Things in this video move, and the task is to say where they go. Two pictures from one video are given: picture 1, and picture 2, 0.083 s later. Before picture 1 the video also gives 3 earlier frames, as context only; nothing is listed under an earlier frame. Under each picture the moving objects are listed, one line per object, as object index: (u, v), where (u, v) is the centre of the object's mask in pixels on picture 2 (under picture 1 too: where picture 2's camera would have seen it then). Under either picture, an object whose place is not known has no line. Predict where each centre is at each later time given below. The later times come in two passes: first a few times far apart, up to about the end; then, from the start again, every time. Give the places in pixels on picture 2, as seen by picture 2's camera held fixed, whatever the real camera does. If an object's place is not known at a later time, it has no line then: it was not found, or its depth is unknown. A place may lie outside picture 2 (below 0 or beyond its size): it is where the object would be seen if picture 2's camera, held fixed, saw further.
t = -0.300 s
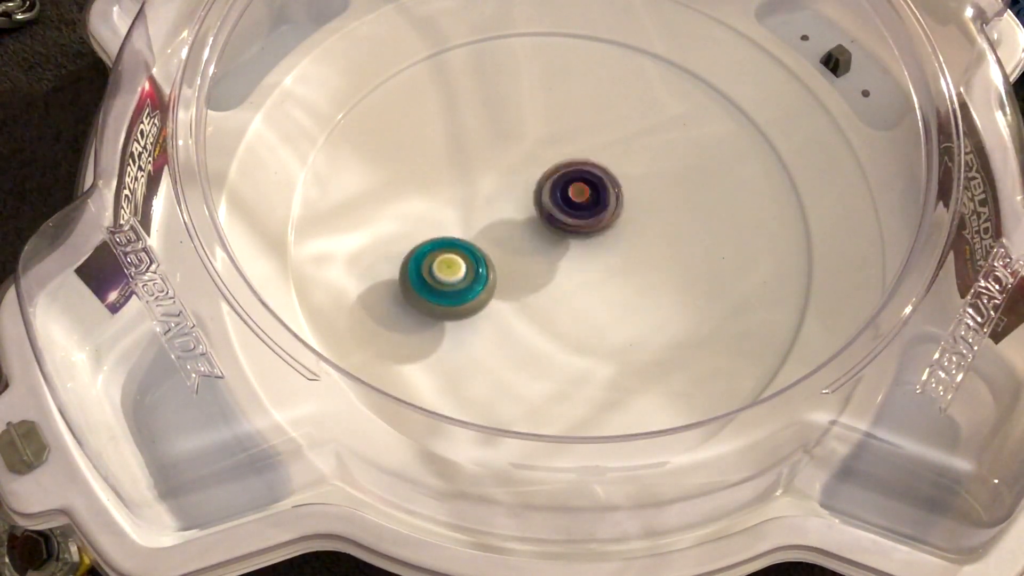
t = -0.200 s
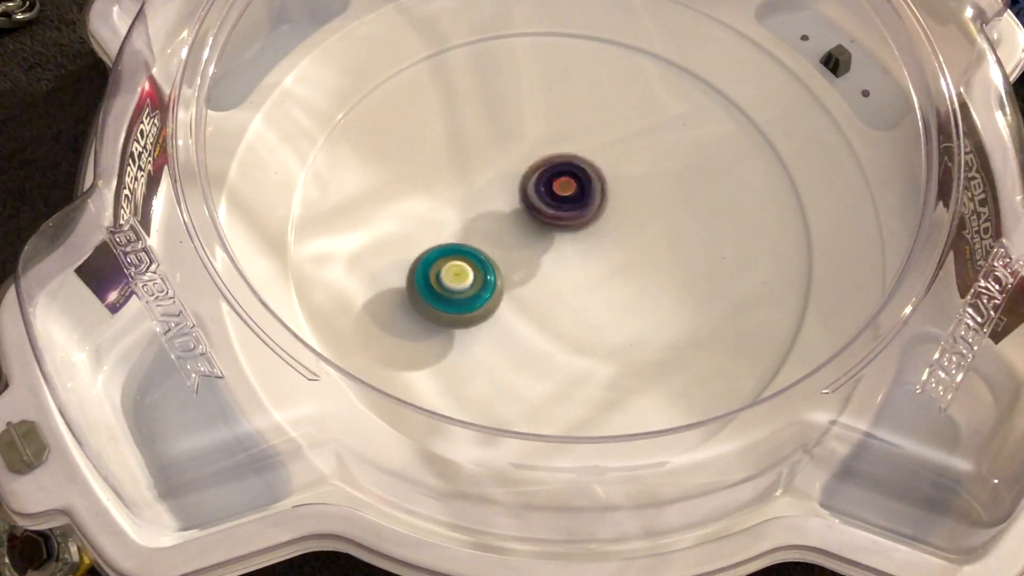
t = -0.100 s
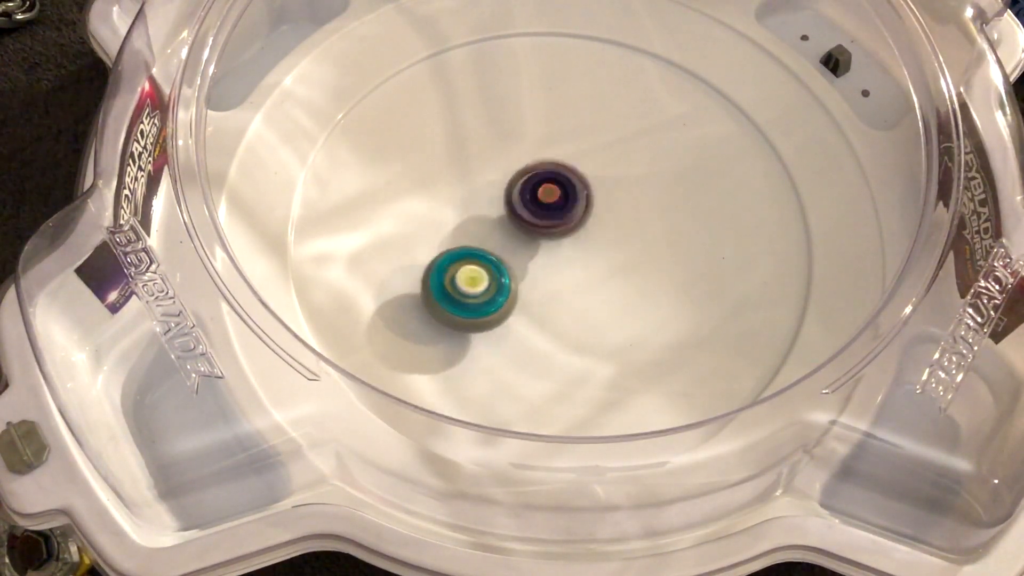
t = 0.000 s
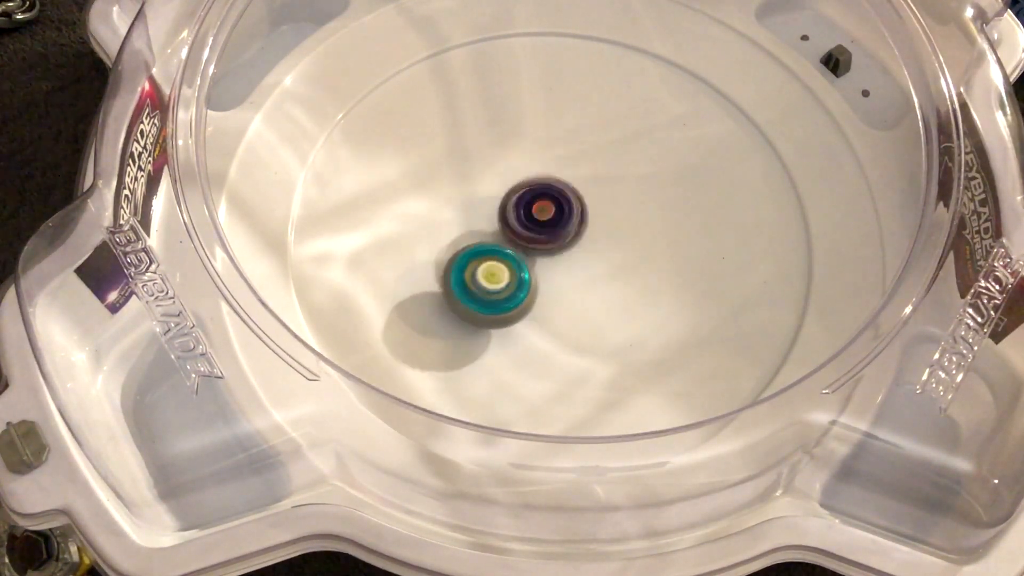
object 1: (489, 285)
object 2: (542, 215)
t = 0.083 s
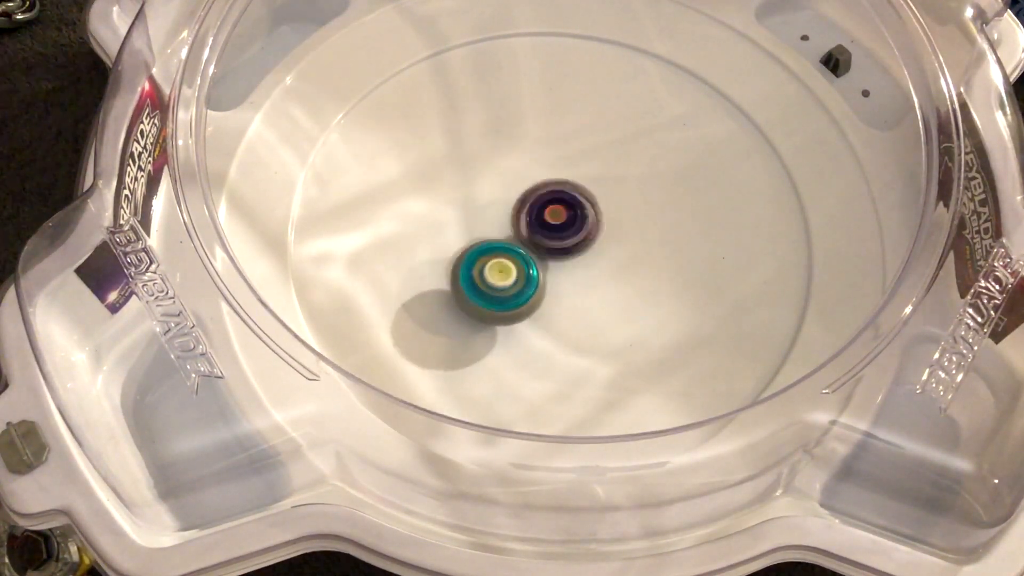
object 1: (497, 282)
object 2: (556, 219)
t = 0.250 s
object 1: (512, 278)
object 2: (596, 219)
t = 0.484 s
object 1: (535, 253)
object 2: (619, 209)
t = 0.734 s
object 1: (532, 222)
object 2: (626, 183)
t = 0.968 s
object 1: (517, 204)
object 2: (619, 177)
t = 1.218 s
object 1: (490, 208)
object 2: (640, 194)
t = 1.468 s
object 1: (511, 217)
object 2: (605, 224)
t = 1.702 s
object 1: (500, 210)
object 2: (627, 259)
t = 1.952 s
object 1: (529, 203)
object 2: (603, 253)
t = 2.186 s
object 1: (547, 191)
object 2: (599, 253)
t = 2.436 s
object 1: (563, 154)
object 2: (584, 280)
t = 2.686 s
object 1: (551, 133)
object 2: (578, 279)
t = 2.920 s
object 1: (546, 144)
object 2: (556, 248)
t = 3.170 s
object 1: (547, 161)
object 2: (547, 284)
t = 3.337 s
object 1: (559, 192)
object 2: (528, 260)
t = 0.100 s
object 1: (499, 282)
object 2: (560, 219)
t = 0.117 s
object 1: (502, 281)
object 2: (564, 220)
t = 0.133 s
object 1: (504, 280)
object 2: (566, 222)
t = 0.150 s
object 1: (503, 281)
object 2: (570, 219)
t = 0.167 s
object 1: (503, 281)
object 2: (577, 218)
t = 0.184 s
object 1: (503, 281)
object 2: (582, 218)
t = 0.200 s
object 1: (505, 280)
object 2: (586, 217)
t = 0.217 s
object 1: (507, 280)
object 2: (589, 218)
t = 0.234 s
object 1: (509, 279)
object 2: (594, 218)
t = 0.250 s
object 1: (512, 278)
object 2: (596, 219)
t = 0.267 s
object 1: (514, 278)
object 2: (599, 218)
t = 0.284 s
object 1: (516, 276)
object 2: (600, 218)
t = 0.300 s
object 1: (519, 275)
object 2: (603, 218)
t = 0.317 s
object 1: (521, 273)
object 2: (606, 219)
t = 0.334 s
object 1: (523, 272)
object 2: (607, 218)
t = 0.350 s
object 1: (525, 270)
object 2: (608, 217)
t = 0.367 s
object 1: (527, 268)
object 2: (609, 216)
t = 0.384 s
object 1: (530, 265)
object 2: (611, 216)
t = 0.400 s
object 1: (532, 263)
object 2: (611, 217)
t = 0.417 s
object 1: (533, 261)
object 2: (612, 215)
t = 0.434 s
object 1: (534, 259)
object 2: (613, 214)
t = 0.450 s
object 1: (535, 257)
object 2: (614, 213)
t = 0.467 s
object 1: (535, 255)
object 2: (617, 211)
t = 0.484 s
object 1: (535, 253)
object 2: (619, 209)
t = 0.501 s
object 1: (535, 251)
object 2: (621, 207)
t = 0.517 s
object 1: (536, 248)
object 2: (623, 204)
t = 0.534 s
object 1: (536, 246)
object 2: (624, 202)
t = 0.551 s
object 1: (537, 244)
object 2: (624, 201)
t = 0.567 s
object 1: (538, 242)
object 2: (623, 199)
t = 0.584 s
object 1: (538, 239)
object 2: (623, 198)
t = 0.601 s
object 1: (539, 237)
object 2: (622, 195)
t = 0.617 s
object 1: (539, 235)
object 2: (622, 195)
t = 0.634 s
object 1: (538, 233)
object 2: (622, 192)
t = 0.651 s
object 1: (538, 231)
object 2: (622, 191)
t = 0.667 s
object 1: (537, 229)
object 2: (622, 190)
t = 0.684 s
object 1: (538, 227)
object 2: (622, 188)
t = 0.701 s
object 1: (537, 225)
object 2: (621, 188)
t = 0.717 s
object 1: (535, 224)
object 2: (623, 185)
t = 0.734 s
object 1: (532, 222)
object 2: (626, 183)
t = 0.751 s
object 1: (531, 221)
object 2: (627, 182)
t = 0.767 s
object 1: (530, 219)
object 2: (627, 178)
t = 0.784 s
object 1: (530, 217)
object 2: (628, 178)
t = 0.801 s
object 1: (529, 215)
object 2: (628, 176)
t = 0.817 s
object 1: (529, 214)
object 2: (628, 174)
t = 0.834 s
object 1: (528, 212)
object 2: (626, 174)
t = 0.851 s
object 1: (528, 211)
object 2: (624, 171)
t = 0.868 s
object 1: (527, 210)
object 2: (623, 173)
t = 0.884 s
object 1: (527, 208)
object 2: (620, 173)
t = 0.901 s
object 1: (527, 207)
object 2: (619, 173)
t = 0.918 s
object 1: (527, 206)
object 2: (616, 174)
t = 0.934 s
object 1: (527, 205)
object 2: (614, 174)
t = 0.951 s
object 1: (525, 204)
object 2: (614, 176)
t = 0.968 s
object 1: (517, 204)
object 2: (619, 177)
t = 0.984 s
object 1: (511, 204)
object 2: (625, 177)
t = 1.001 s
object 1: (505, 204)
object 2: (628, 178)
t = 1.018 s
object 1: (502, 203)
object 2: (631, 178)
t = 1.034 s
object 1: (500, 203)
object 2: (633, 179)
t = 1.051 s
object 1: (498, 203)
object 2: (635, 179)
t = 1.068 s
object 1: (496, 203)
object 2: (637, 180)
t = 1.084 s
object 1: (495, 204)
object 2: (638, 182)
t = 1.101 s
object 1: (494, 204)
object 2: (639, 182)
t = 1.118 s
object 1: (493, 204)
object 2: (640, 183)
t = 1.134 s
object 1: (492, 205)
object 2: (641, 185)
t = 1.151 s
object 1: (491, 205)
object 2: (642, 186)
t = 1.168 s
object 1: (490, 206)
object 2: (642, 189)
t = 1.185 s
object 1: (490, 206)
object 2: (640, 191)
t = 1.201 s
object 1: (490, 207)
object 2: (640, 192)
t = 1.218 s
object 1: (490, 208)
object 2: (640, 194)
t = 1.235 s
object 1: (490, 208)
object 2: (639, 196)
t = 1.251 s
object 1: (490, 209)
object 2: (638, 199)
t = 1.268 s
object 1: (491, 210)
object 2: (636, 202)
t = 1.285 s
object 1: (492, 211)
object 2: (634, 204)
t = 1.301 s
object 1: (493, 212)
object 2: (632, 206)
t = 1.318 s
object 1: (494, 212)
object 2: (630, 208)
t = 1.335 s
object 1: (496, 213)
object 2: (629, 210)
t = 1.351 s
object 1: (497, 214)
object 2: (625, 212)
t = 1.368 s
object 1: (499, 215)
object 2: (622, 214)
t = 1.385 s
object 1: (501, 215)
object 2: (620, 215)
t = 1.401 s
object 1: (503, 216)
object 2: (617, 218)
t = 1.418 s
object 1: (505, 216)
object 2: (614, 218)
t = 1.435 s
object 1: (508, 217)
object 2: (611, 221)
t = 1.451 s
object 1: (510, 217)
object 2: (607, 222)
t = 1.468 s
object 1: (511, 217)
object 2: (605, 224)
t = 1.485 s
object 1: (505, 213)
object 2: (612, 229)
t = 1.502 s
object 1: (500, 210)
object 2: (619, 234)
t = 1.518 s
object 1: (497, 208)
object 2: (626, 237)
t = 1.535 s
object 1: (495, 207)
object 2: (632, 242)
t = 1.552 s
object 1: (494, 206)
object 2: (634, 246)
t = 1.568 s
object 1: (494, 206)
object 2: (636, 248)
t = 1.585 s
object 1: (494, 207)
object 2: (636, 252)
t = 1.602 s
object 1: (494, 207)
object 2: (635, 254)
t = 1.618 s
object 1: (494, 208)
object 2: (633, 256)
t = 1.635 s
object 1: (495, 208)
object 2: (632, 256)
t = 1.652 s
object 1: (496, 208)
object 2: (631, 257)
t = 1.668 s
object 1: (497, 209)
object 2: (629, 258)
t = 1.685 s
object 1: (498, 209)
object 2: (629, 258)
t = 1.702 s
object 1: (500, 210)
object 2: (627, 259)
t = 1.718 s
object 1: (501, 210)
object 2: (623, 260)
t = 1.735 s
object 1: (503, 210)
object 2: (621, 260)
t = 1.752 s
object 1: (505, 211)
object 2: (619, 260)
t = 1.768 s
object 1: (508, 211)
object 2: (615, 259)
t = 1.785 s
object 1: (510, 211)
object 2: (612, 258)
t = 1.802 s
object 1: (512, 211)
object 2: (611, 258)
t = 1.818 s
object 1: (515, 211)
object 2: (608, 258)
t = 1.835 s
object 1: (517, 211)
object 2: (606, 256)
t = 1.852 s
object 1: (520, 211)
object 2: (604, 255)
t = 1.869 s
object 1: (522, 210)
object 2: (604, 254)
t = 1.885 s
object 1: (522, 208)
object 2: (604, 253)
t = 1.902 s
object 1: (523, 207)
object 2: (606, 253)
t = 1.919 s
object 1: (525, 205)
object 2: (606, 254)
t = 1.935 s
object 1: (527, 204)
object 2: (604, 255)
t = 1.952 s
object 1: (529, 203)
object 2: (603, 253)
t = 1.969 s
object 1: (529, 202)
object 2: (601, 251)
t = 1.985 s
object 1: (530, 200)
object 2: (602, 252)
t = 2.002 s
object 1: (531, 199)
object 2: (601, 252)
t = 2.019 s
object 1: (532, 198)
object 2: (601, 253)
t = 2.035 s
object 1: (533, 197)
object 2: (601, 256)
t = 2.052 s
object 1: (534, 196)
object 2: (600, 258)
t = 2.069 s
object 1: (536, 195)
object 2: (599, 258)
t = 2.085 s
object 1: (537, 194)
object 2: (598, 258)
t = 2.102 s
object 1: (539, 194)
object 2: (597, 257)
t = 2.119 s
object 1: (540, 193)
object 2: (597, 255)
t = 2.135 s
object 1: (542, 192)
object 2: (599, 253)
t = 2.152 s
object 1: (544, 192)
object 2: (599, 253)
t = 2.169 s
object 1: (545, 191)
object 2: (599, 253)
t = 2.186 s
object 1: (547, 191)
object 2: (599, 253)
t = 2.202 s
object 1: (548, 190)
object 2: (599, 254)
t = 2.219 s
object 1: (550, 190)
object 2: (597, 255)
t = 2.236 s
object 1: (552, 188)
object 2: (596, 258)
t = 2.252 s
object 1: (552, 187)
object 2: (594, 259)
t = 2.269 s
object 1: (554, 186)
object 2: (595, 259)
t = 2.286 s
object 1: (555, 185)
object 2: (594, 259)
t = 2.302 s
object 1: (556, 184)
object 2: (594, 260)
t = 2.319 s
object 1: (557, 182)
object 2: (592, 259)
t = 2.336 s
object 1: (558, 181)
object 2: (592, 261)
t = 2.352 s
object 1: (559, 180)
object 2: (589, 261)
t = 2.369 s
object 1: (561, 179)
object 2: (587, 257)
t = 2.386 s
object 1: (561, 178)
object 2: (586, 256)
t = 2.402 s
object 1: (562, 170)
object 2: (586, 265)
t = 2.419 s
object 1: (562, 161)
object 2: (585, 273)
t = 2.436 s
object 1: (563, 154)
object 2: (584, 280)
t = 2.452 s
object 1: (563, 150)
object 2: (583, 287)
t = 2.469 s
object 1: (563, 146)
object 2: (581, 291)
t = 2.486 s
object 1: (562, 144)
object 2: (578, 294)
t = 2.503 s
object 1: (561, 142)
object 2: (575, 295)
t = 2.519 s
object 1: (560, 140)
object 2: (574, 296)
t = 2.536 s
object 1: (560, 138)
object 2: (573, 296)
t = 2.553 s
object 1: (559, 136)
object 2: (571, 295)
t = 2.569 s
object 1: (558, 135)
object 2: (570, 294)
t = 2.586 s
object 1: (557, 134)
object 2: (571, 291)
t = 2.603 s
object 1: (556, 133)
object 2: (572, 290)
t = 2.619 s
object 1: (555, 133)
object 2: (573, 289)
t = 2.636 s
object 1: (554, 132)
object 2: (573, 287)
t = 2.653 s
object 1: (553, 132)
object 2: (574, 285)
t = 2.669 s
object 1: (552, 132)
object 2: (576, 282)
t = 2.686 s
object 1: (551, 133)
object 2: (578, 279)
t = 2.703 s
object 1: (549, 134)
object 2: (578, 277)
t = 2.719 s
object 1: (548, 134)
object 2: (578, 273)
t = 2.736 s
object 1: (547, 135)
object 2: (578, 270)
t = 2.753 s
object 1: (547, 137)
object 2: (578, 267)
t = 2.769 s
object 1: (546, 139)
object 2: (578, 263)
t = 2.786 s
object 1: (545, 141)
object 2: (577, 261)
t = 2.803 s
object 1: (545, 143)
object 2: (576, 257)
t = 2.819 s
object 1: (545, 145)
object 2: (575, 252)
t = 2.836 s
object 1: (544, 148)
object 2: (575, 246)
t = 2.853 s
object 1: (544, 151)
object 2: (573, 243)
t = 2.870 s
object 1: (544, 153)
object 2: (571, 239)
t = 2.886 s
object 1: (545, 155)
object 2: (568, 234)
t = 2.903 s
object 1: (545, 149)
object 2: (562, 241)
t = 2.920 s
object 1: (546, 144)
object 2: (556, 248)
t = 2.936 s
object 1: (548, 139)
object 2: (551, 255)
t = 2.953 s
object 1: (548, 137)
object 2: (548, 258)
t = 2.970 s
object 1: (549, 137)
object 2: (542, 264)
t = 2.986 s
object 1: (549, 137)
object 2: (536, 272)
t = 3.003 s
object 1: (548, 138)
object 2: (533, 278)
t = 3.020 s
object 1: (548, 139)
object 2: (532, 285)
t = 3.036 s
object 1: (547, 141)
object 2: (532, 290)
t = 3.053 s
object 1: (547, 143)
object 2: (533, 294)
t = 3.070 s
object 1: (546, 145)
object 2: (535, 297)
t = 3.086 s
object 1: (546, 147)
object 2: (537, 298)
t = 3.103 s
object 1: (546, 149)
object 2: (540, 298)
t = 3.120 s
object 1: (546, 152)
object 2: (543, 296)
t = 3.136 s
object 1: (546, 154)
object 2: (545, 292)
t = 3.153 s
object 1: (546, 157)
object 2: (546, 289)
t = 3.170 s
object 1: (547, 161)
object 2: (547, 284)
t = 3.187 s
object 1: (547, 163)
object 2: (547, 280)
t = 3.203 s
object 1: (548, 167)
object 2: (546, 275)
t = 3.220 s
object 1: (549, 170)
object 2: (544, 274)
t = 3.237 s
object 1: (550, 174)
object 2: (542, 272)
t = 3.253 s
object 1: (551, 177)
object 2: (539, 268)
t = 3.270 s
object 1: (553, 181)
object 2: (536, 265)
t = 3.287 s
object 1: (554, 185)
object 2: (534, 263)
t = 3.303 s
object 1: (555, 188)
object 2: (531, 261)
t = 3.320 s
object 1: (557, 191)
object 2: (529, 260)
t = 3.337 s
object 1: (559, 192)
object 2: (528, 260)
